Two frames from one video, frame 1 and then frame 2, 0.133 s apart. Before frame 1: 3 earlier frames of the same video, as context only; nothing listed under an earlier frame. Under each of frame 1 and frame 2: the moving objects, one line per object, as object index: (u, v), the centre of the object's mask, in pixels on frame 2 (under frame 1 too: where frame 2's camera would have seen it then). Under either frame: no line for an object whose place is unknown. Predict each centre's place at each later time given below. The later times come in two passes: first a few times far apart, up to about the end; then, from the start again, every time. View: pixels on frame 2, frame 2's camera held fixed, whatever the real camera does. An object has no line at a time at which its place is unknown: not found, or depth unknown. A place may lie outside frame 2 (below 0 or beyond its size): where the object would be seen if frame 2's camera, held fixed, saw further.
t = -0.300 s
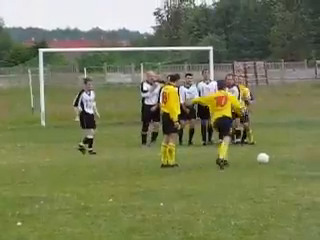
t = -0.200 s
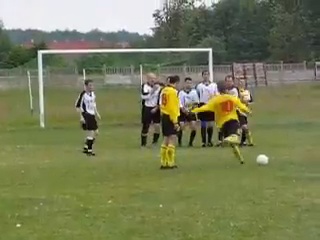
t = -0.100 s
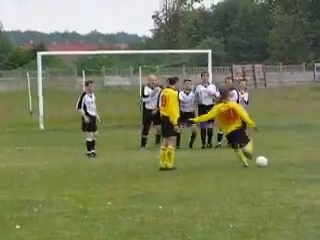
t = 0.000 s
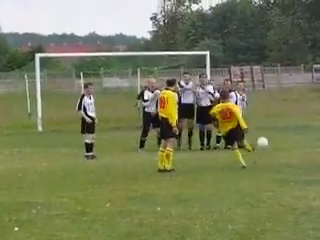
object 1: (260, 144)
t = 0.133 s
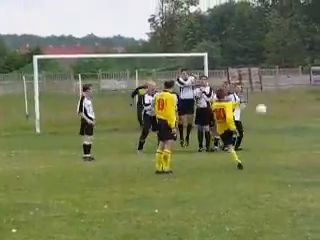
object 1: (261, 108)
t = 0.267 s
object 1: (259, 85)
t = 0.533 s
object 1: (249, 63)
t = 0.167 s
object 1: (261, 101)
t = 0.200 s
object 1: (260, 95)
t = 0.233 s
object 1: (259, 89)
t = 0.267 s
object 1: (259, 85)
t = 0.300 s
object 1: (258, 80)
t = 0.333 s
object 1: (257, 77)
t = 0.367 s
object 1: (256, 73)
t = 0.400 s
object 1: (255, 70)
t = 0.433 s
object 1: (254, 67)
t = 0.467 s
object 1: (252, 66)
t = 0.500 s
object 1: (251, 64)
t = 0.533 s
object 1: (249, 63)
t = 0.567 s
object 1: (248, 62)
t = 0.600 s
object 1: (246, 61)
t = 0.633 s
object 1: (245, 60)
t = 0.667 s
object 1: (244, 60)
